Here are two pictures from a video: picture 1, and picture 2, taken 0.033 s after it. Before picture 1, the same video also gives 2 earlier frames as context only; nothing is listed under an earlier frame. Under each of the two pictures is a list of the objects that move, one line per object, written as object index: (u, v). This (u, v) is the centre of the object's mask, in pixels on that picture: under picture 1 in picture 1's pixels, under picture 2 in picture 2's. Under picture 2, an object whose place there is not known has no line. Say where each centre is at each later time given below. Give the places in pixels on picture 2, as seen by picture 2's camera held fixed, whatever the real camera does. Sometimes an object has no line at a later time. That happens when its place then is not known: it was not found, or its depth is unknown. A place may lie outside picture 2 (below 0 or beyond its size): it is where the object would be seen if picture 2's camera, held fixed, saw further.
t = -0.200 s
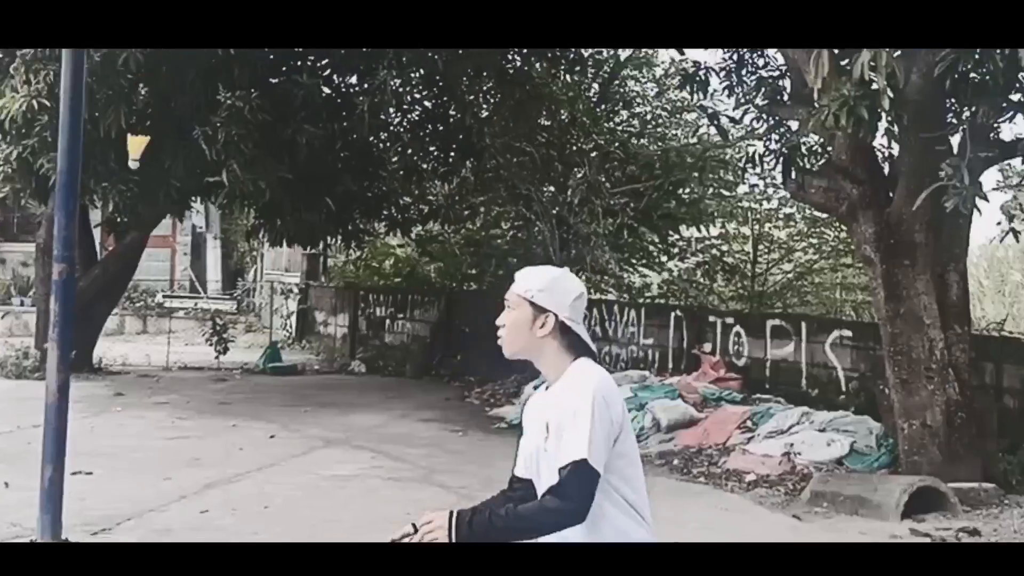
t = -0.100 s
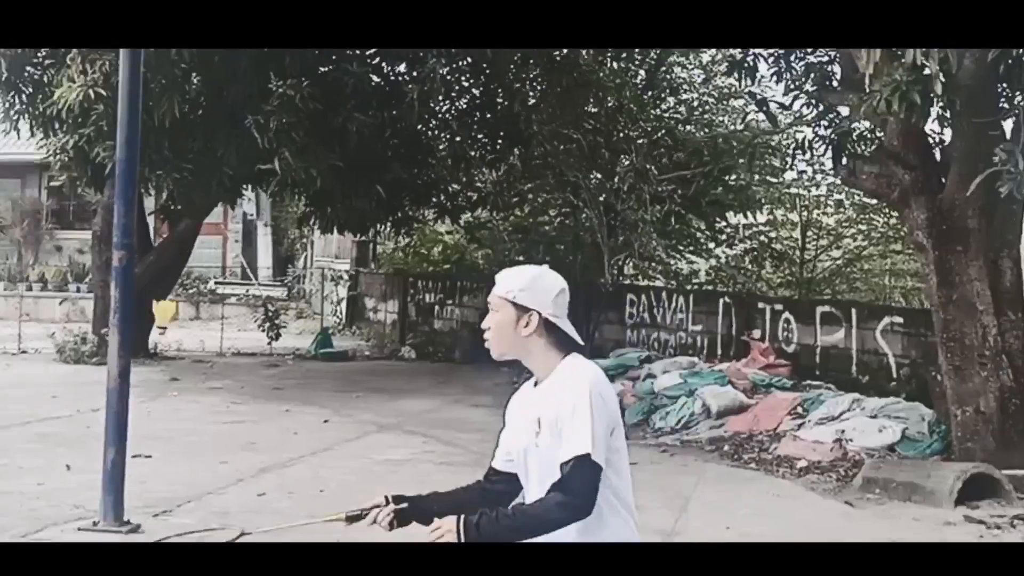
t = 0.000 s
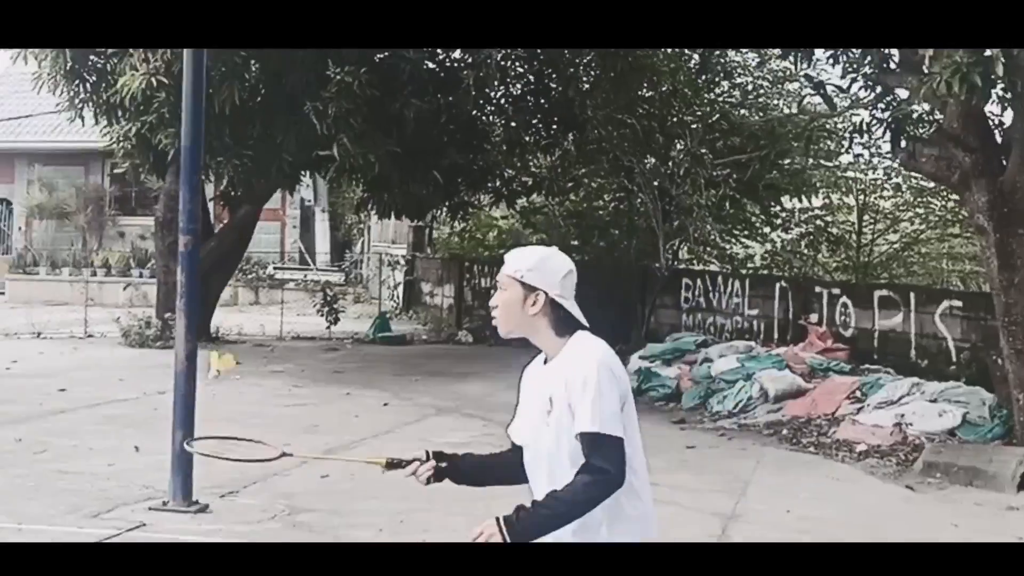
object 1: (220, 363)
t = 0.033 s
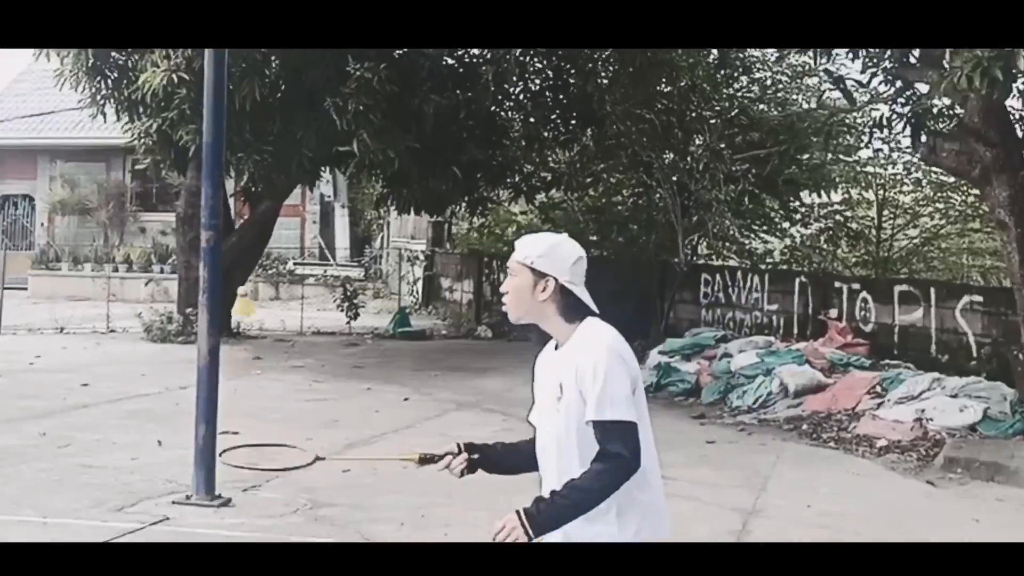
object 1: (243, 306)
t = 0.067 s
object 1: (247, 237)
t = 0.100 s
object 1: (256, 178)
